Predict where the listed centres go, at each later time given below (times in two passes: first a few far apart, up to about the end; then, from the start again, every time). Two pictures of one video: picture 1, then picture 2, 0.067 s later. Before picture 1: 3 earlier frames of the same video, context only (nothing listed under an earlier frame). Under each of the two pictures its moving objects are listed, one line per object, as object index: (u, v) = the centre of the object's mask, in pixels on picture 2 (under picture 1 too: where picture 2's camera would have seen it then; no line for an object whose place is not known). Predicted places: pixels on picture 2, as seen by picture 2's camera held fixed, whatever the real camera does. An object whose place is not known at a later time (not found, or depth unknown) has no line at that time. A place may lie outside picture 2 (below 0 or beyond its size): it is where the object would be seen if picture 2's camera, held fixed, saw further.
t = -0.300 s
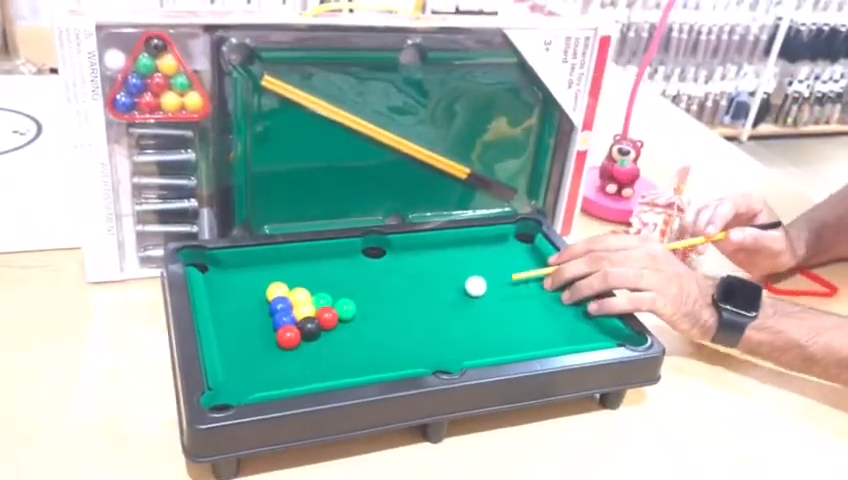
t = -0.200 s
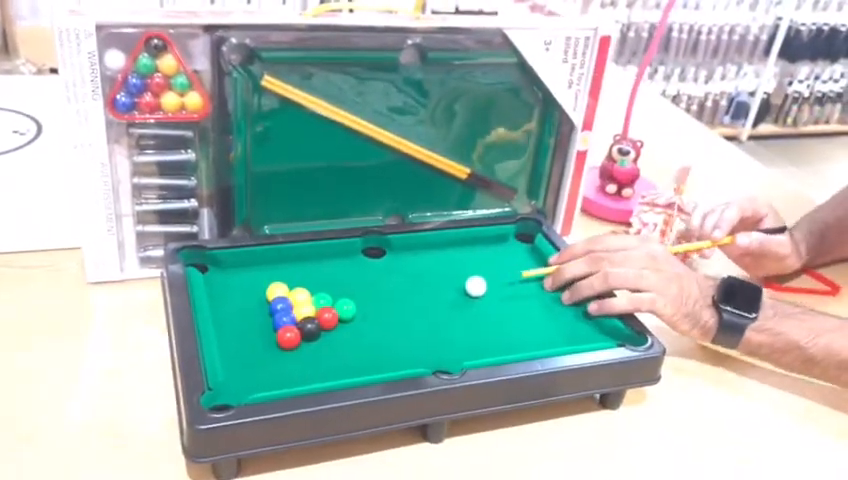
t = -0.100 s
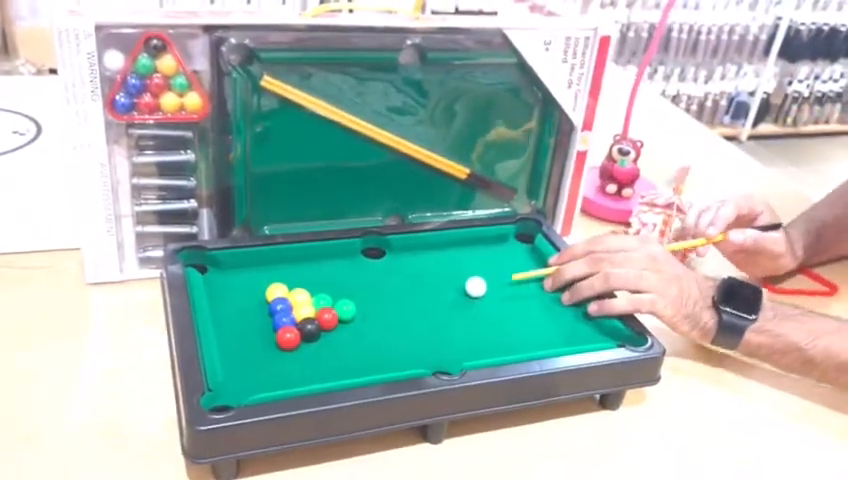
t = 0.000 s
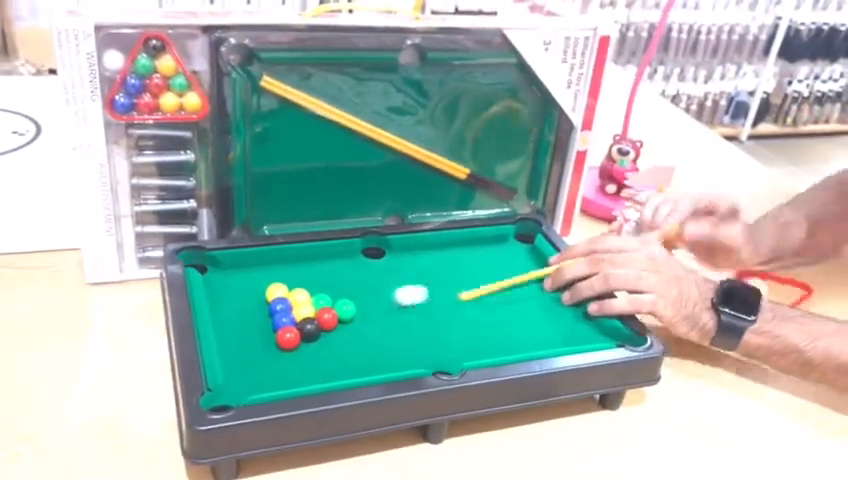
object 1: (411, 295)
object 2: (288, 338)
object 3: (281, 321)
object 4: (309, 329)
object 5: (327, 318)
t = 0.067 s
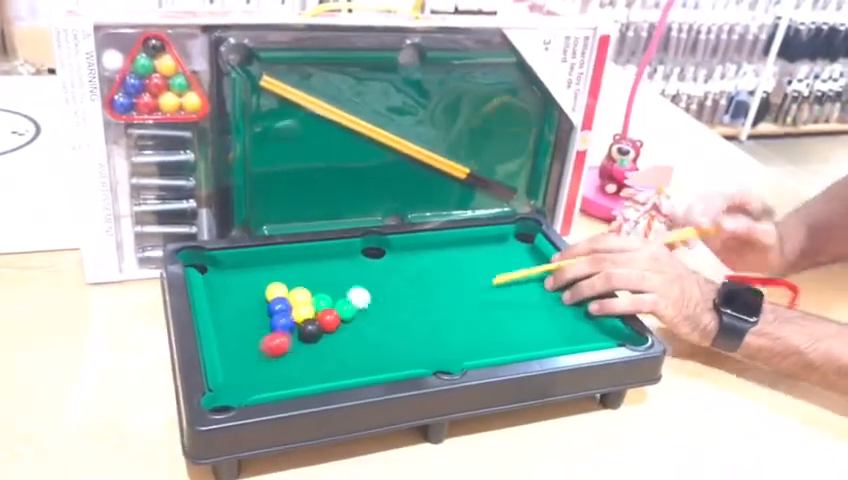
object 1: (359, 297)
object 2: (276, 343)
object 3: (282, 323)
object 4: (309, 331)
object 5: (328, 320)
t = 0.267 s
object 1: (299, 274)
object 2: (259, 376)
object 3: (264, 334)
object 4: (319, 336)
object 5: (346, 329)
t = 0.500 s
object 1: (246, 266)
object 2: (283, 377)
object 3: (256, 337)
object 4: (321, 335)
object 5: (358, 331)
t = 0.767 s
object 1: (213, 272)
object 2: (293, 371)
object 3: (256, 337)
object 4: (321, 335)
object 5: (358, 329)
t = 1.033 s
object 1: (213, 272)
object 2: (294, 371)
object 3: (257, 337)
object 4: (321, 335)
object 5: (359, 329)
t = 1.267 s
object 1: (213, 273)
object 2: (294, 371)
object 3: (256, 337)
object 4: (321, 335)
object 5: (358, 329)
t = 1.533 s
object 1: (213, 272)
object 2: (294, 371)
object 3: (256, 337)
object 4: (322, 335)
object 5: (358, 329)
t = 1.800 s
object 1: (213, 272)
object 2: (294, 371)
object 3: (256, 337)
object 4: (322, 335)
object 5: (358, 329)
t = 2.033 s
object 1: (213, 272)
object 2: (294, 371)
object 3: (256, 337)
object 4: (321, 335)
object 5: (358, 329)
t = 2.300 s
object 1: (213, 272)
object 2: (294, 371)
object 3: (256, 337)
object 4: (321, 335)
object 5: (359, 329)
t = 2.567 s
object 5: (358, 329)
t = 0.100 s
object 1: (351, 291)
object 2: (254, 353)
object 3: (279, 326)
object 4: (311, 332)
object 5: (331, 322)
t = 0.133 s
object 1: (340, 288)
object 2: (237, 362)
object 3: (275, 328)
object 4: (313, 333)
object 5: (334, 324)
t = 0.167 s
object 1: (330, 284)
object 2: (242, 365)
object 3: (272, 330)
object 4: (315, 334)
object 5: (337, 325)
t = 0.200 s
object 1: (320, 281)
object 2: (248, 369)
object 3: (269, 331)
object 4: (316, 335)
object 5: (340, 326)
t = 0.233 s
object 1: (309, 277)
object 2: (254, 373)
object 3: (266, 332)
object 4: (318, 335)
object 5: (343, 327)
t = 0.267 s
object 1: (299, 274)
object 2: (259, 376)
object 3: (264, 334)
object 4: (319, 336)
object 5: (346, 329)
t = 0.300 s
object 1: (290, 271)
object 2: (264, 380)
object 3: (261, 335)
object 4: (320, 336)
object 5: (348, 329)
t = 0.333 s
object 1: (280, 268)
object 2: (268, 382)
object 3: (260, 336)
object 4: (320, 336)
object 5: (351, 330)
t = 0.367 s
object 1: (272, 266)
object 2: (272, 381)
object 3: (258, 336)
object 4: (321, 335)
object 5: (353, 330)
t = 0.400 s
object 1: (263, 263)
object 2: (275, 380)
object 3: (257, 337)
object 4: (321, 335)
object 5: (355, 330)
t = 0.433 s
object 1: (257, 264)
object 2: (278, 379)
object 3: (257, 337)
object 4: (321, 335)
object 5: (357, 331)
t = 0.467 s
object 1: (251, 265)
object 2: (281, 378)
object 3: (257, 338)
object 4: (321, 335)
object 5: (357, 331)
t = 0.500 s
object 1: (246, 266)
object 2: (283, 377)
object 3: (256, 337)
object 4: (321, 335)
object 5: (358, 331)
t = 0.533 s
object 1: (241, 267)
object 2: (285, 375)
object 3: (256, 337)
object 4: (321, 335)
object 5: (359, 331)
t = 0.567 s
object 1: (236, 268)
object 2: (286, 375)
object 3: (256, 337)
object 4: (321, 335)
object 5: (359, 331)
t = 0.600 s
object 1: (231, 269)
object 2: (288, 374)
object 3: (256, 337)
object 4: (321, 335)
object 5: (359, 330)
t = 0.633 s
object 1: (227, 270)
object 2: (290, 373)
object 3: (256, 337)
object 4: (321, 335)
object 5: (359, 330)
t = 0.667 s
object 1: (223, 271)
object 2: (291, 372)
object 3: (256, 337)
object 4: (321, 335)
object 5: (359, 330)
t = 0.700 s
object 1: (218, 271)
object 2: (292, 372)
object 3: (256, 337)
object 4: (321, 335)
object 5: (358, 330)
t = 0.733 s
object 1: (215, 272)
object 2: (293, 372)
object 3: (257, 337)
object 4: (321, 335)
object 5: (358, 330)
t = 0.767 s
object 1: (213, 272)
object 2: (293, 371)
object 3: (256, 337)
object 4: (321, 335)
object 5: (358, 329)
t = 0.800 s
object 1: (214, 272)
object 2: (293, 371)
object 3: (256, 337)
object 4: (321, 335)
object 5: (358, 330)
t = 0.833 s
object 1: (214, 272)
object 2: (294, 371)
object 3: (257, 337)
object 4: (321, 335)
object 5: (358, 329)
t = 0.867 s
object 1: (214, 272)
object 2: (294, 371)
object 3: (256, 337)
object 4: (321, 335)
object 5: (358, 329)
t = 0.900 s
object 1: (214, 272)
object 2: (294, 371)
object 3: (256, 337)
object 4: (321, 335)
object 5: (358, 329)
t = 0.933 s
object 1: (213, 272)
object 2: (294, 371)
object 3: (256, 337)
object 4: (321, 335)
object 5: (358, 329)
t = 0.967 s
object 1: (213, 272)
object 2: (294, 371)
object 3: (257, 337)
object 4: (321, 335)
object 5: (358, 330)
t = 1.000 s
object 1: (213, 272)
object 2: (294, 371)
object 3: (256, 337)
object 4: (321, 335)
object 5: (358, 330)
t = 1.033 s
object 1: (213, 272)
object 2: (294, 371)
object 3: (257, 337)
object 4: (321, 335)
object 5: (359, 329)
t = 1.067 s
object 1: (213, 272)
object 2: (294, 371)
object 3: (257, 337)
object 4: (321, 335)
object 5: (358, 329)
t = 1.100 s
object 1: (213, 272)
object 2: (293, 371)
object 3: (257, 337)
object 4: (321, 335)
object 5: (358, 329)
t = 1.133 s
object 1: (213, 273)
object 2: (294, 371)
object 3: (256, 337)
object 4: (322, 335)
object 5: (358, 329)
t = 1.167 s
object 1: (213, 272)
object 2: (294, 371)
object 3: (256, 337)
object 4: (322, 335)
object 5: (358, 330)
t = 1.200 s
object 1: (213, 272)
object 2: (294, 371)
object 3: (257, 337)
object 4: (321, 335)
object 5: (358, 329)
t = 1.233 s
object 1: (213, 272)
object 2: (294, 371)
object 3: (257, 337)
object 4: (321, 335)
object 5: (358, 329)
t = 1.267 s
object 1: (213, 273)
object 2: (294, 371)
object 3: (256, 337)
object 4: (321, 335)
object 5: (358, 329)
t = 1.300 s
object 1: (213, 273)
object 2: (294, 371)
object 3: (257, 337)
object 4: (321, 335)
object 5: (358, 329)
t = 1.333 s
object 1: (213, 272)
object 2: (294, 371)
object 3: (257, 337)
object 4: (321, 335)
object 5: (358, 329)
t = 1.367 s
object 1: (213, 272)
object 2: (294, 371)
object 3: (257, 337)
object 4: (321, 335)
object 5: (358, 330)
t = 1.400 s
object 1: (213, 272)
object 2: (294, 371)
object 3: (257, 337)
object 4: (321, 335)
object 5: (358, 330)
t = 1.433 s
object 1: (213, 273)
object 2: (294, 371)
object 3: (256, 337)
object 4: (321, 335)
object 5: (358, 329)
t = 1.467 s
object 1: (213, 272)
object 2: (294, 371)
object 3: (256, 337)
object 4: (321, 335)
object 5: (358, 329)
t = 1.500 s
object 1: (213, 272)
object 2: (294, 371)
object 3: (256, 337)
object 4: (322, 335)
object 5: (358, 329)
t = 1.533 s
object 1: (213, 272)
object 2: (294, 371)
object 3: (256, 337)
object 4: (322, 335)
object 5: (358, 329)
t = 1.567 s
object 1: (213, 272)
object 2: (294, 371)
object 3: (256, 337)
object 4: (321, 335)
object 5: (358, 329)
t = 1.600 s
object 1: (213, 272)
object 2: (294, 371)
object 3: (256, 337)
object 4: (322, 335)
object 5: (358, 329)
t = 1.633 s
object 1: (213, 272)
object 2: (294, 371)
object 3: (256, 337)
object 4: (322, 335)
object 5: (358, 329)
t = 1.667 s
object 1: (213, 272)
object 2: (294, 371)
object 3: (256, 337)
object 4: (322, 335)
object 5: (358, 329)
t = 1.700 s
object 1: (213, 272)
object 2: (294, 371)
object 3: (256, 337)
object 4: (322, 335)
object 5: (358, 329)
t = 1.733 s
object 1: (213, 272)
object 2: (294, 371)
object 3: (256, 337)
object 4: (322, 335)
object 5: (358, 329)
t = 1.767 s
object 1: (213, 272)
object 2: (294, 371)
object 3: (256, 337)
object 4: (322, 335)
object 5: (358, 329)
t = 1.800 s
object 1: (213, 272)
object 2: (294, 371)
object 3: (256, 337)
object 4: (322, 335)
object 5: (358, 329)
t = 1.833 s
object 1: (213, 272)
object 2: (294, 371)
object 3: (256, 337)
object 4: (321, 335)
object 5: (358, 329)
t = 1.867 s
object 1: (213, 272)
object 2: (294, 371)
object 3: (256, 337)
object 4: (321, 335)
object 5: (358, 329)
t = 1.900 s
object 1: (213, 272)
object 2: (294, 371)
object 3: (256, 337)
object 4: (322, 335)
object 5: (358, 329)
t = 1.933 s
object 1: (213, 272)
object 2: (294, 371)
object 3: (256, 337)
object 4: (321, 335)
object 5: (358, 329)
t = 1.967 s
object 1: (213, 272)
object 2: (294, 371)
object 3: (256, 337)
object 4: (321, 335)
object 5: (358, 329)
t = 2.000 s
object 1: (213, 272)
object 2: (294, 371)
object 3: (256, 337)
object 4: (321, 335)
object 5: (358, 329)
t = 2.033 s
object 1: (213, 272)
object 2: (294, 371)
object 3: (256, 337)
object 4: (321, 335)
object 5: (358, 329)
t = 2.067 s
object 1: (213, 272)
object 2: (294, 371)
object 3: (256, 337)
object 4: (322, 335)
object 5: (358, 329)
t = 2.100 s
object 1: (213, 272)
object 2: (294, 371)
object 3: (256, 337)
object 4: (321, 335)
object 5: (358, 329)
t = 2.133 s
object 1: (213, 272)
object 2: (294, 371)
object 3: (256, 337)
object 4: (321, 335)
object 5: (358, 329)
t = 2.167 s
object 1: (213, 272)
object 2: (294, 371)
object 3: (257, 337)
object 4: (321, 335)
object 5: (358, 329)
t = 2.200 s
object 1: (213, 272)
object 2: (294, 371)
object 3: (256, 337)
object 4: (321, 335)
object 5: (358, 329)
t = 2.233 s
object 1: (213, 272)
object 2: (294, 371)
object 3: (256, 337)
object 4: (321, 335)
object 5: (358, 329)
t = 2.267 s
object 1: (213, 272)
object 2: (294, 371)
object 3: (256, 337)
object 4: (322, 335)
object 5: (359, 329)
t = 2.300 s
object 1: (213, 272)
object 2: (294, 371)
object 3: (256, 337)
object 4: (321, 335)
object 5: (359, 329)
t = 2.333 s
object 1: (214, 272)
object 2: (294, 371)
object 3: (257, 337)
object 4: (322, 335)
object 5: (359, 329)
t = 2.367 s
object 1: (213, 272)
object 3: (257, 337)
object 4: (322, 335)
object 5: (358, 329)
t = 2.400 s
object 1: (214, 272)
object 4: (322, 335)
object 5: (358, 329)
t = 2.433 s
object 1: (213, 272)
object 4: (322, 335)
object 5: (358, 329)
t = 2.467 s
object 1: (214, 272)
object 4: (322, 335)
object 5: (358, 329)
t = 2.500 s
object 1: (213, 272)
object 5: (358, 329)
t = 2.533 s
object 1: (214, 272)
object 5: (359, 329)
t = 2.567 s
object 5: (358, 329)
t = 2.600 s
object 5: (359, 329)
